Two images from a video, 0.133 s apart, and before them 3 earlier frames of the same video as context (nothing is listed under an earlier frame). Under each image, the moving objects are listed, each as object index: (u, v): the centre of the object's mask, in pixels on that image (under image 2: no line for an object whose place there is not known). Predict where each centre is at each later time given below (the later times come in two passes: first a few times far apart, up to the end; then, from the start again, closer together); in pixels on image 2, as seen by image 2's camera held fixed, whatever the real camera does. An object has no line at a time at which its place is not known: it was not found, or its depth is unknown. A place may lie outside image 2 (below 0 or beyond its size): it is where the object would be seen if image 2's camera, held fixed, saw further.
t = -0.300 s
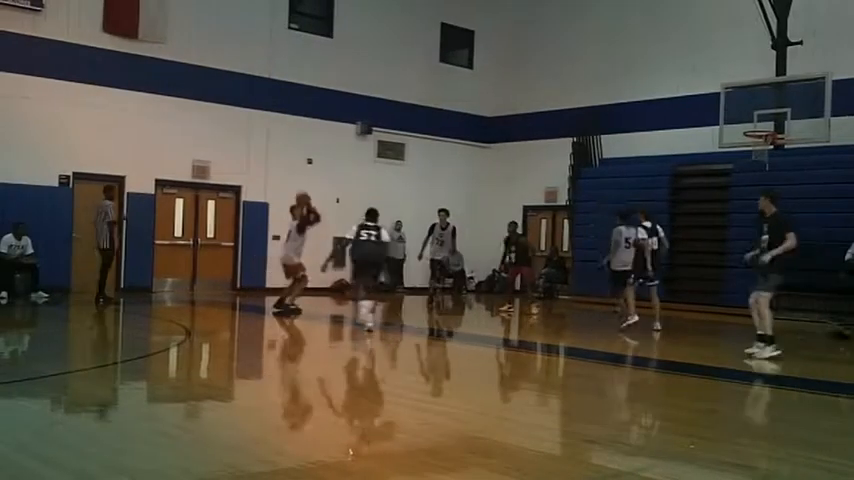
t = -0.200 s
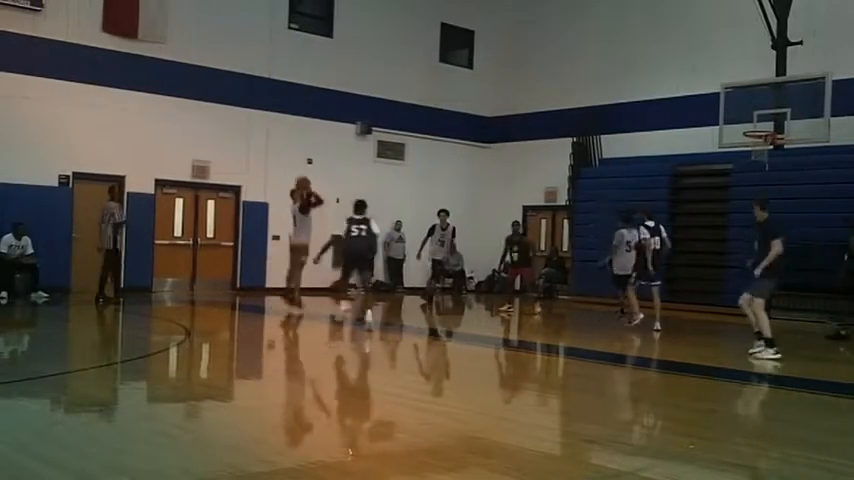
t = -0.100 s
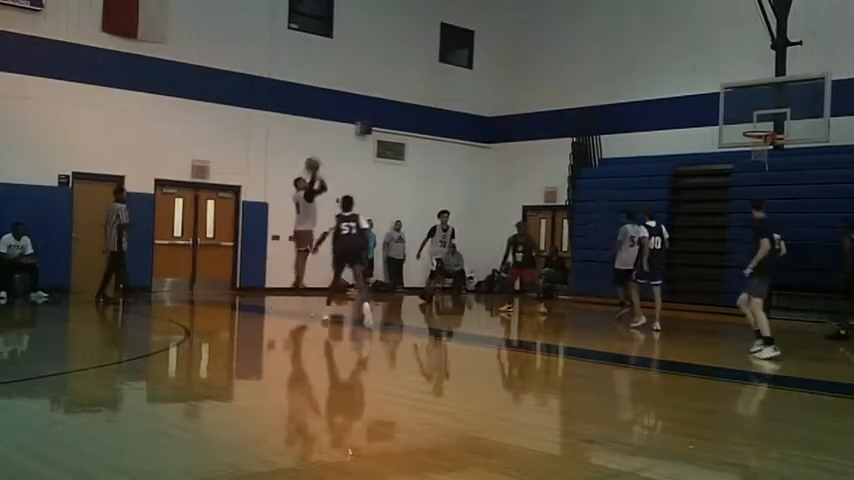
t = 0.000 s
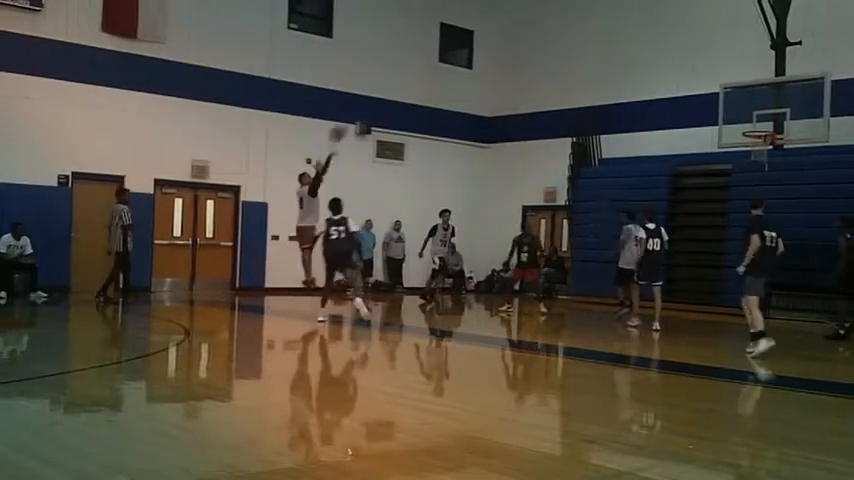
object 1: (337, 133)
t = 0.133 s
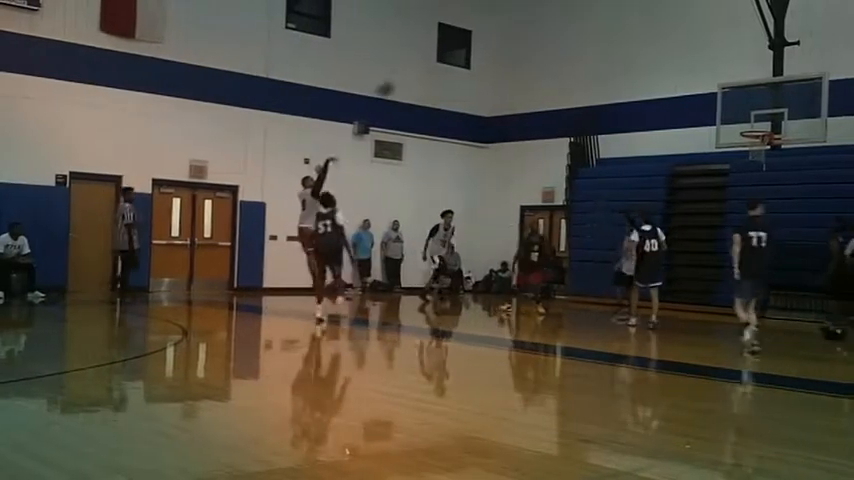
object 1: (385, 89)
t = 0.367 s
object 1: (468, 38)
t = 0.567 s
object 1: (539, 20)
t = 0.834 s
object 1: (632, 34)
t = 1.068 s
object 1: (711, 82)
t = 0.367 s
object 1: (468, 38)
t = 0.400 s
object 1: (481, 34)
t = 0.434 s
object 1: (492, 29)
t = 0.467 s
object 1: (504, 26)
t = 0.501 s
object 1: (516, 24)
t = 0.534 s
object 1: (527, 22)
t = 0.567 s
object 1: (539, 20)
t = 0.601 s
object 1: (552, 19)
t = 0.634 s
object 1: (563, 20)
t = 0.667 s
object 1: (575, 20)
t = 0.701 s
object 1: (586, 21)
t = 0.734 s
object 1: (597, 24)
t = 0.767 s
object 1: (609, 27)
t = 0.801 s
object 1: (621, 30)
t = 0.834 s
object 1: (632, 34)
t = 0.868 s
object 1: (644, 39)
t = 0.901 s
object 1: (655, 45)
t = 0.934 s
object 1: (666, 51)
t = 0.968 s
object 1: (678, 58)
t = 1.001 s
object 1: (688, 65)
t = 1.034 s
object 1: (699, 73)
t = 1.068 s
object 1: (711, 82)
